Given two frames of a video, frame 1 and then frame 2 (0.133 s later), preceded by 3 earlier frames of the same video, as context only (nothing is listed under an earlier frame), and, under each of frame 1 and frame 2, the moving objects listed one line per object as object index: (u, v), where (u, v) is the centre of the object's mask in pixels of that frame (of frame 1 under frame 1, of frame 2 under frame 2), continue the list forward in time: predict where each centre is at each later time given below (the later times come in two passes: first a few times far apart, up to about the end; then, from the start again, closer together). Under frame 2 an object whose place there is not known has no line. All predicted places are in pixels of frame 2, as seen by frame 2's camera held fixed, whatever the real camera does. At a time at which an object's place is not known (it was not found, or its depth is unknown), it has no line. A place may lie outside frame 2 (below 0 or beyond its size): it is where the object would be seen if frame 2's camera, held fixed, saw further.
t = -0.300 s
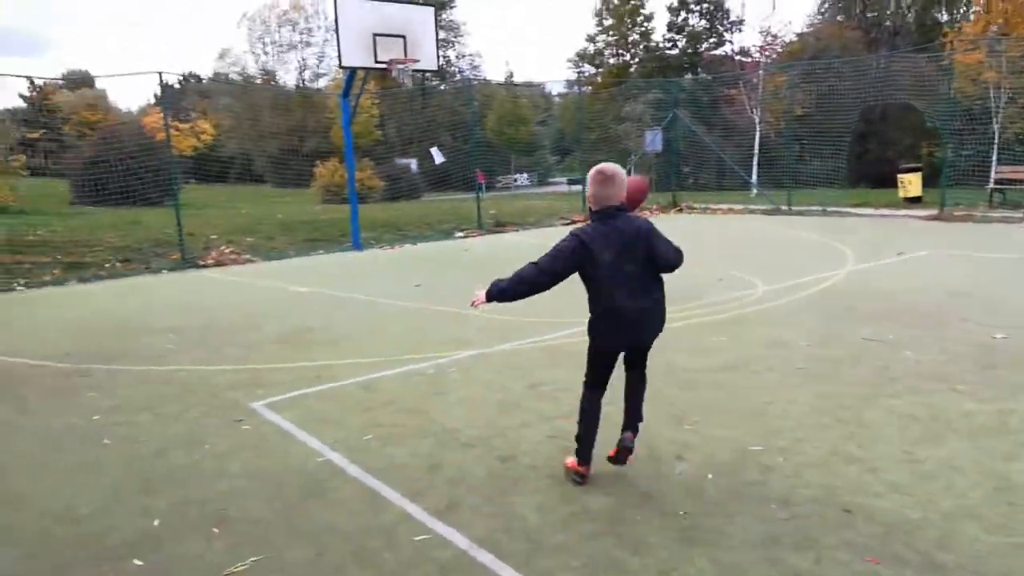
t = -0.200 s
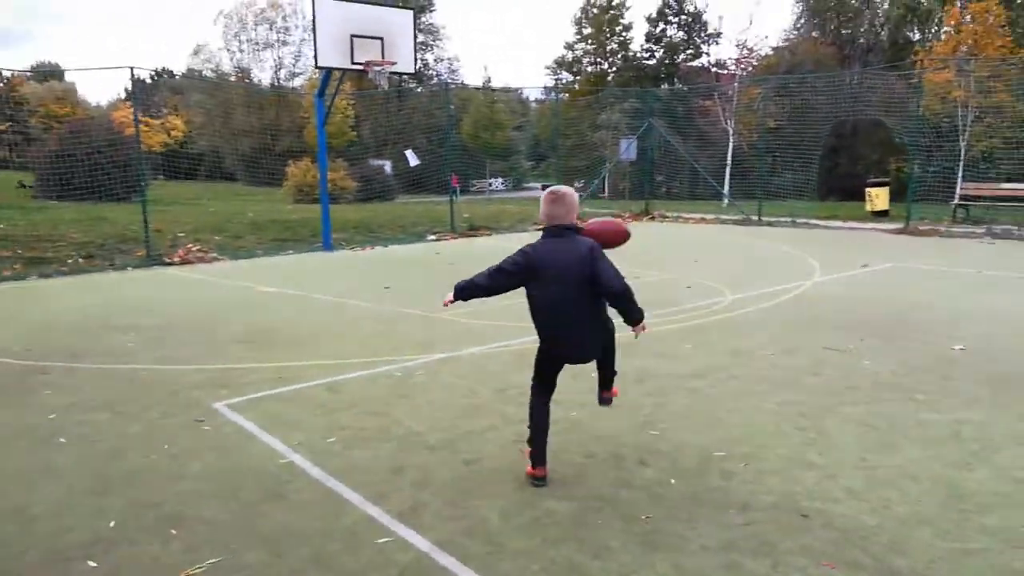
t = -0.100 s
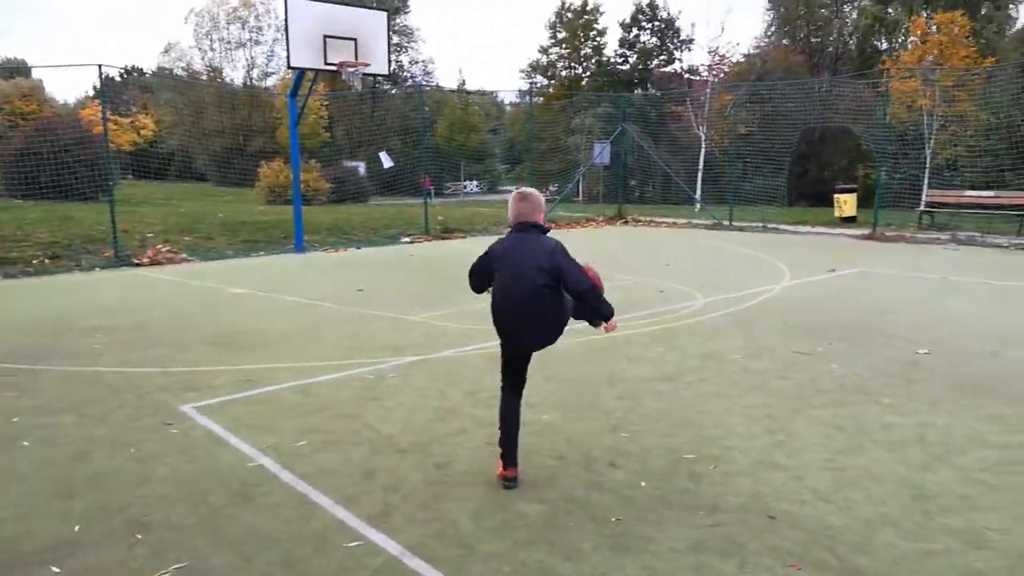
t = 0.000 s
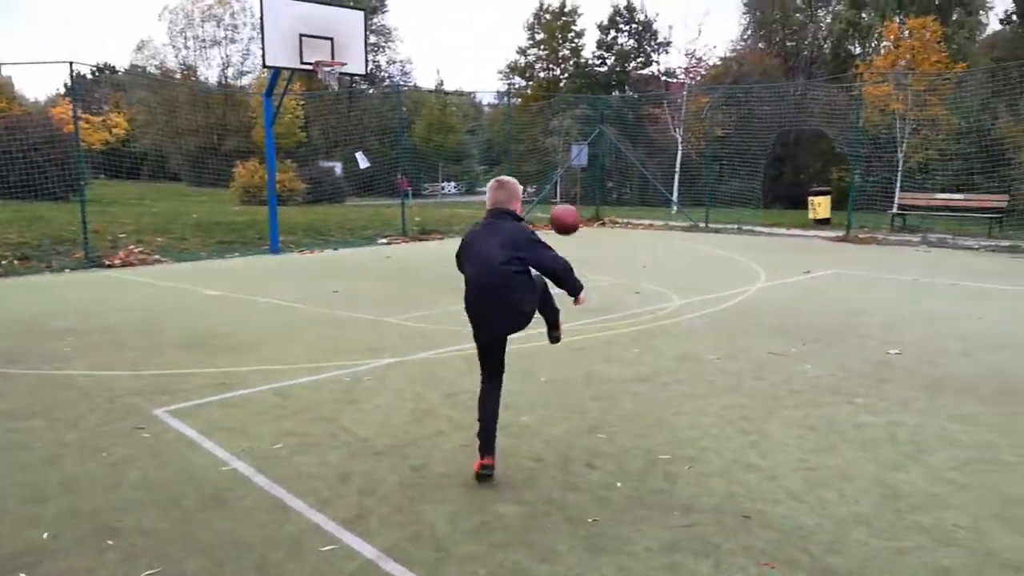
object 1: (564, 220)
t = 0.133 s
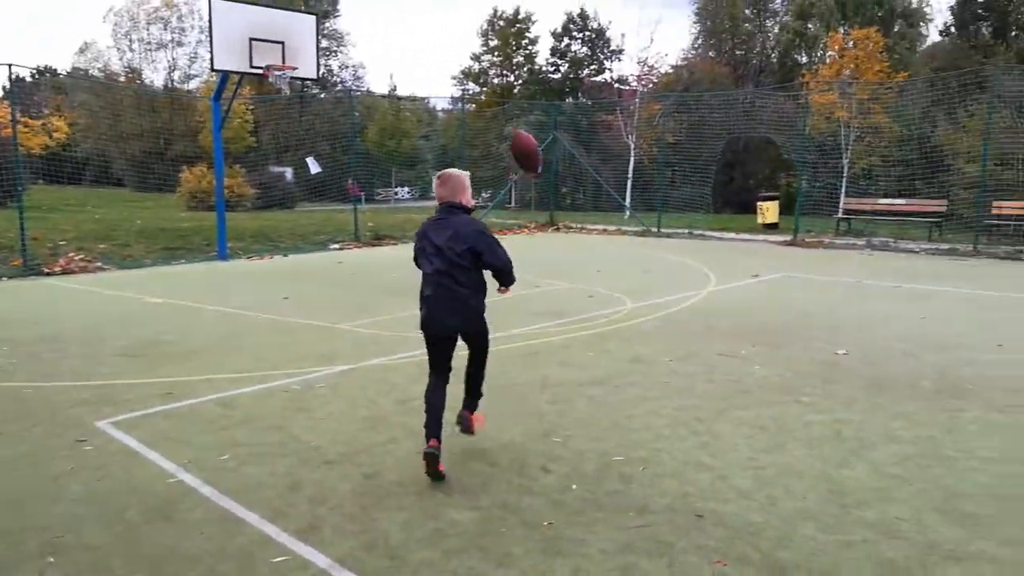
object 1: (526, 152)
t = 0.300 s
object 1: (533, 102)
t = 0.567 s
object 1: (546, 125)
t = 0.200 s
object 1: (528, 125)
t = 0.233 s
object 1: (529, 116)
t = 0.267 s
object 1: (531, 108)
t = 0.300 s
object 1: (533, 102)
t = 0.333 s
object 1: (534, 98)
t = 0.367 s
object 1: (536, 96)
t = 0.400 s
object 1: (537, 95)
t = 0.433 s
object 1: (539, 97)
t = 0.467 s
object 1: (540, 101)
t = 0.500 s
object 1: (543, 107)
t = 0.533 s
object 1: (544, 115)
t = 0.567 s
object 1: (546, 125)
